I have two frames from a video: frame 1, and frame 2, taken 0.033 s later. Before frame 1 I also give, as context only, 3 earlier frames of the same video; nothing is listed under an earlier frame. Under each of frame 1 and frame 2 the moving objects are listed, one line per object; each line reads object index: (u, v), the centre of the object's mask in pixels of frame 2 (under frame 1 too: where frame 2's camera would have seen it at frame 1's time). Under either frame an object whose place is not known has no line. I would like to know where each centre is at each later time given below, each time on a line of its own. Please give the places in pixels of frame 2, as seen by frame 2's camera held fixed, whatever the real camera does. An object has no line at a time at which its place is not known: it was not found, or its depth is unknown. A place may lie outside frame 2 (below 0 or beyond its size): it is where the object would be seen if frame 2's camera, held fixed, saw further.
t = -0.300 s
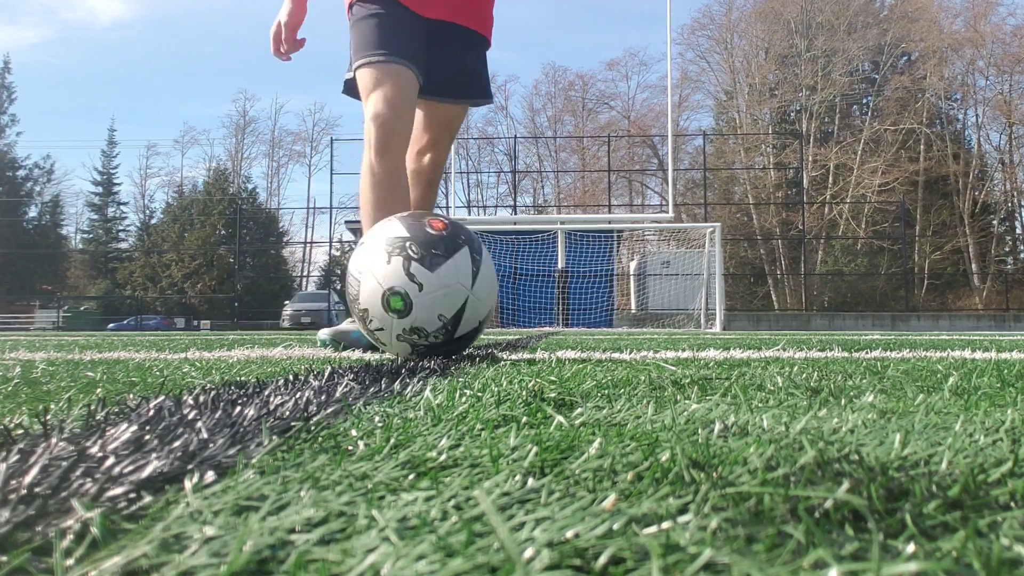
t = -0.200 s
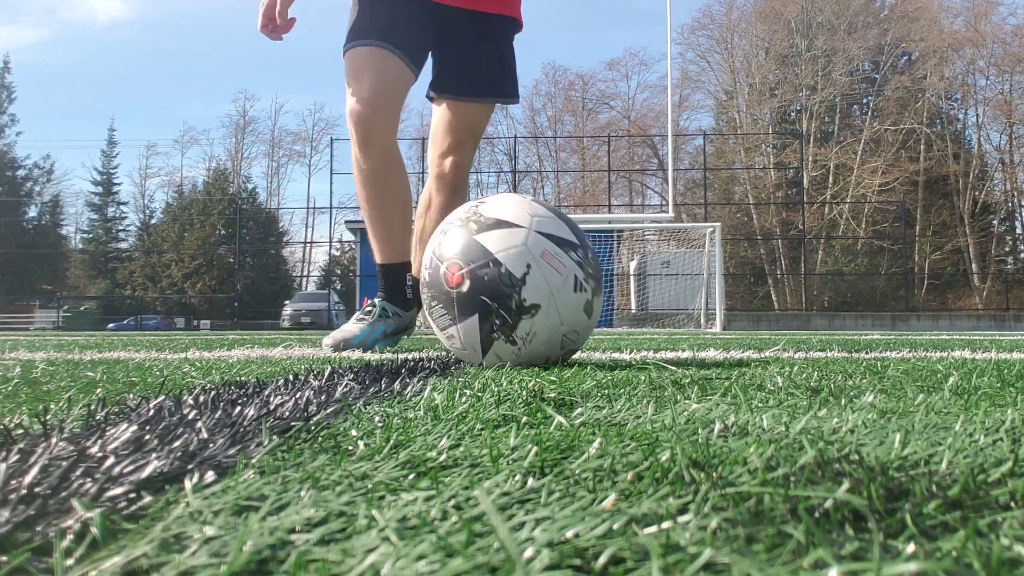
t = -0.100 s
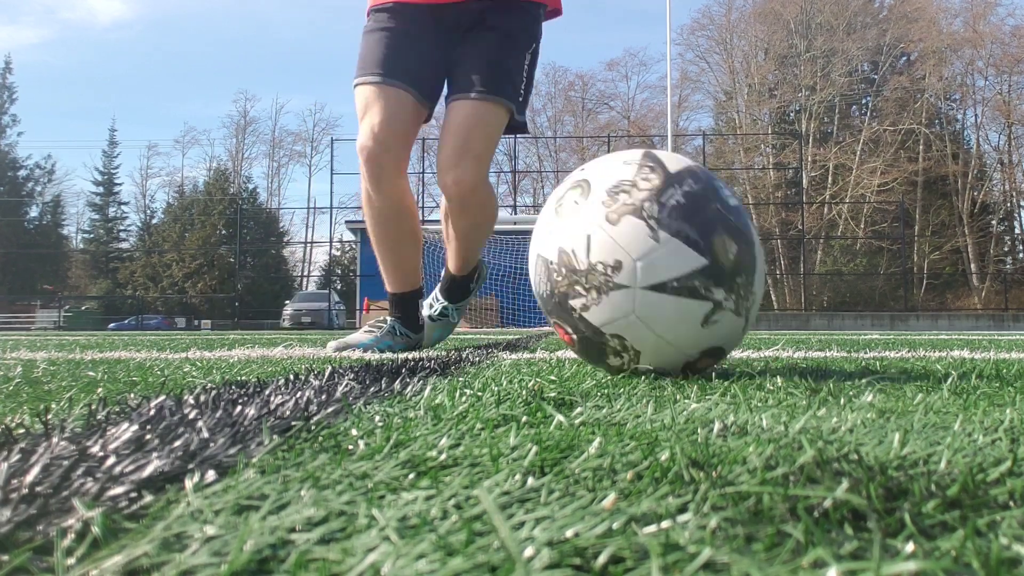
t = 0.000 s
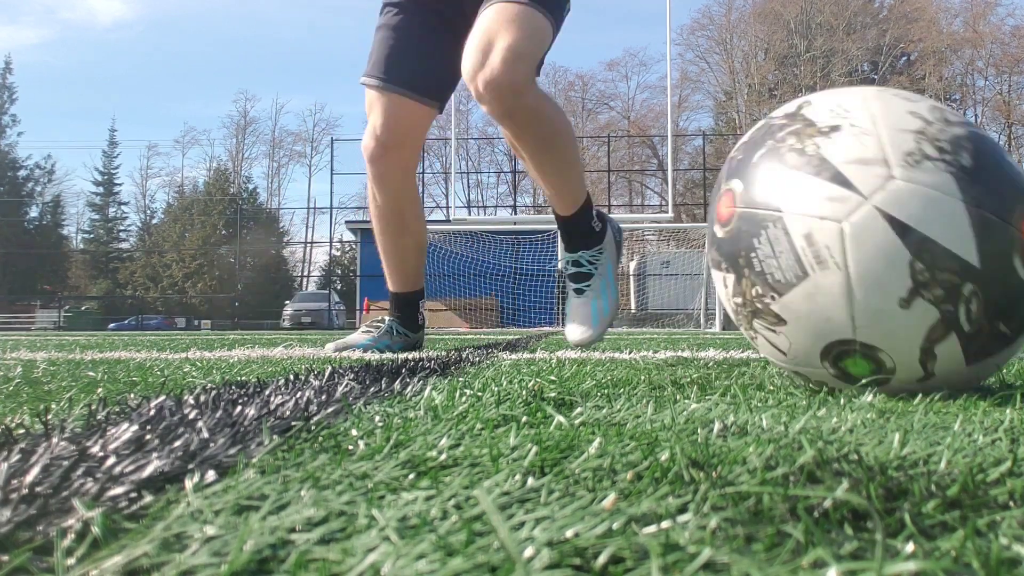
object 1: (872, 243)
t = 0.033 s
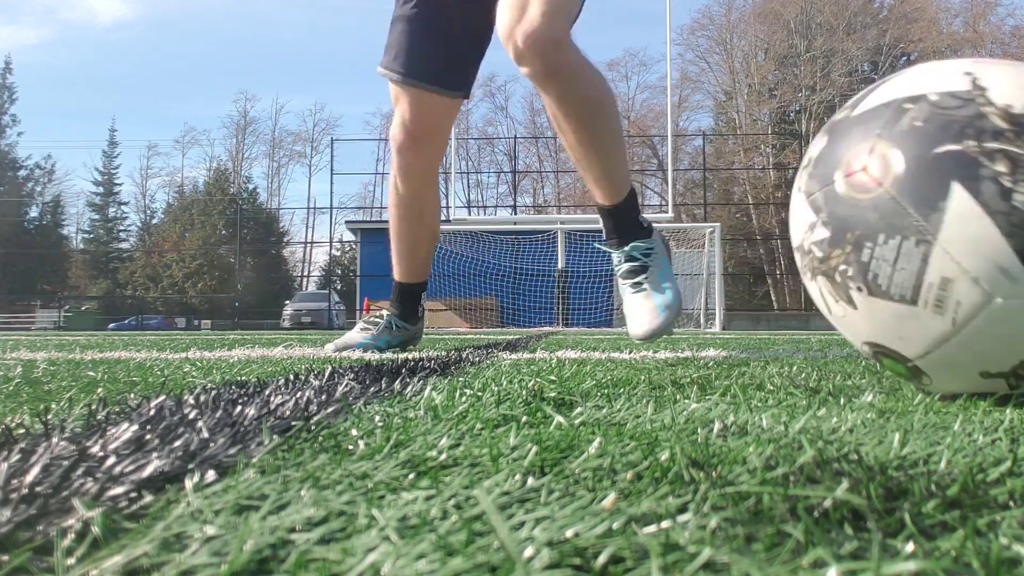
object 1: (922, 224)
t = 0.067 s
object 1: (970, 197)
